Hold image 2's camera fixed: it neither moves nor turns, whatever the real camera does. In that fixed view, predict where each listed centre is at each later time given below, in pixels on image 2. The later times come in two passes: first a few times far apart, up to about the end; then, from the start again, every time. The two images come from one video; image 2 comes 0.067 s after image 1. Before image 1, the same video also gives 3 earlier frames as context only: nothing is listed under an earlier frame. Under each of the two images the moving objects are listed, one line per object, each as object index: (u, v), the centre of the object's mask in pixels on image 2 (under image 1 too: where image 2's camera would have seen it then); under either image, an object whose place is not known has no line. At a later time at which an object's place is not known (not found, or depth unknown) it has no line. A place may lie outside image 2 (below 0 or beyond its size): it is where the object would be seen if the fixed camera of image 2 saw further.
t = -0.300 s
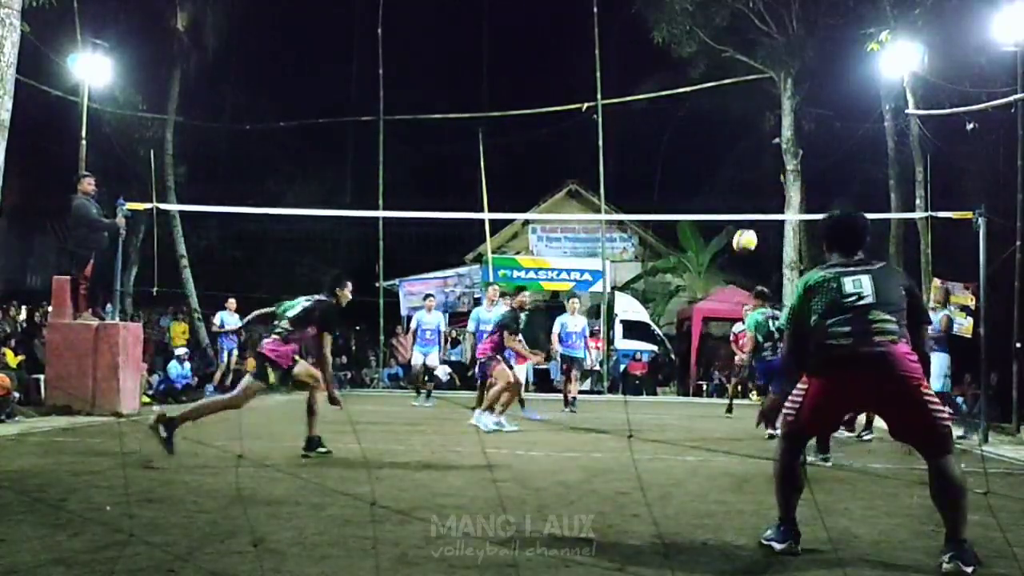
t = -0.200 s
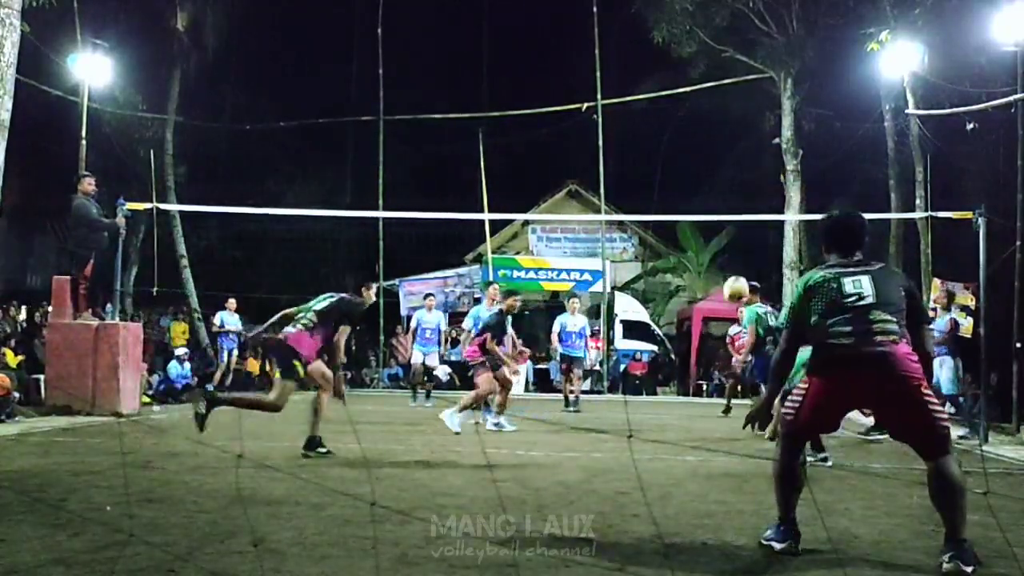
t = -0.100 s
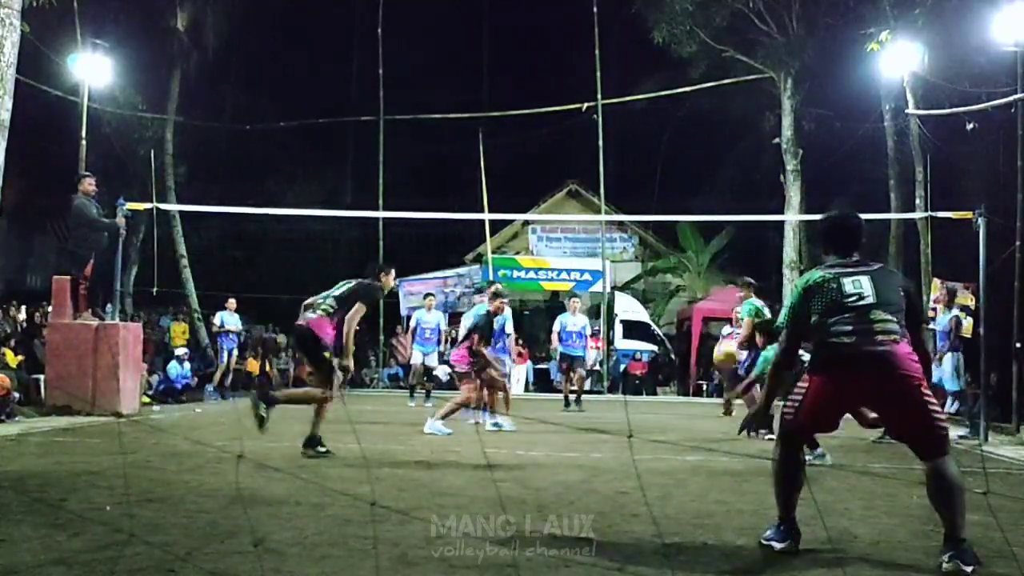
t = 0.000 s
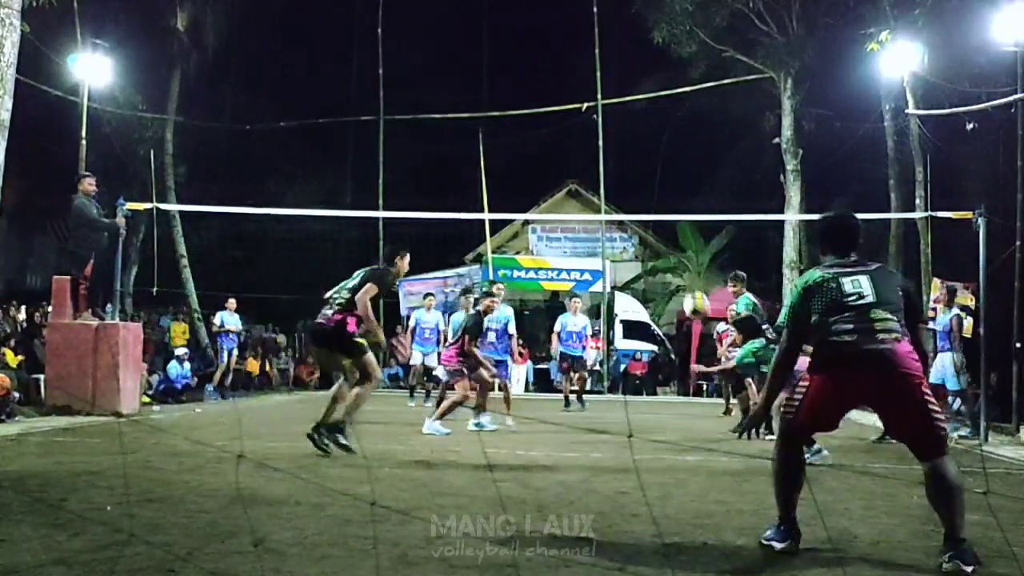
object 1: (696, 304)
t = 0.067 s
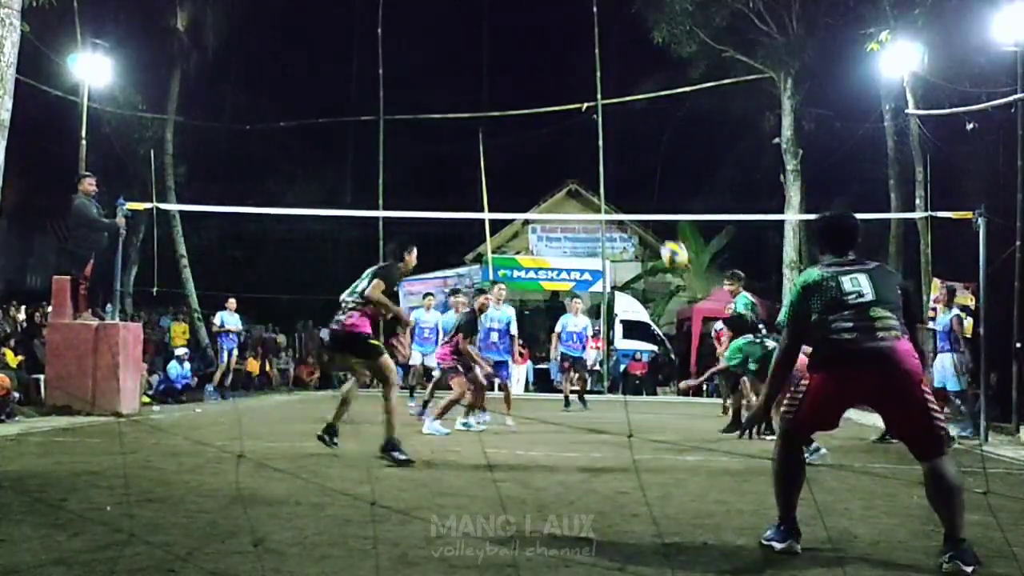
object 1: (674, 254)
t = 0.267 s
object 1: (609, 132)
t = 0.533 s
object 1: (534, 51)
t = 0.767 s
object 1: (467, 39)
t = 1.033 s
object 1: (392, 96)
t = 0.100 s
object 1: (663, 230)
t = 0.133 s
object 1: (651, 206)
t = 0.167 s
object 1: (640, 186)
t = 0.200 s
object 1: (630, 167)
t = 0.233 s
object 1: (619, 148)
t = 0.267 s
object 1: (609, 132)
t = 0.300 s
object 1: (598, 116)
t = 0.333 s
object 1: (589, 104)
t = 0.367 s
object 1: (579, 91)
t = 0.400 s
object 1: (569, 80)
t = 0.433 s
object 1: (559, 69)
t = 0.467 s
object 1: (554, 65)
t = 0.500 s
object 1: (544, 57)
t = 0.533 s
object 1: (534, 51)
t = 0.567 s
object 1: (525, 45)
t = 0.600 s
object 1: (515, 41)
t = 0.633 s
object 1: (506, 38)
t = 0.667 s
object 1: (495, 37)
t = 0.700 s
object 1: (486, 36)
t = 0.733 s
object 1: (477, 37)
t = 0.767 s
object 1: (467, 39)
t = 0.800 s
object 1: (458, 42)
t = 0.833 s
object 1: (448, 46)
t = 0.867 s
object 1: (439, 51)
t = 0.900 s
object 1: (429, 58)
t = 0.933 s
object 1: (420, 66)
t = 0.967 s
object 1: (410, 75)
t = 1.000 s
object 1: (401, 85)
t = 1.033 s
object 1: (392, 96)
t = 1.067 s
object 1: (383, 108)
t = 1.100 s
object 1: (374, 122)
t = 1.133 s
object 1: (364, 136)
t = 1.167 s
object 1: (355, 152)
